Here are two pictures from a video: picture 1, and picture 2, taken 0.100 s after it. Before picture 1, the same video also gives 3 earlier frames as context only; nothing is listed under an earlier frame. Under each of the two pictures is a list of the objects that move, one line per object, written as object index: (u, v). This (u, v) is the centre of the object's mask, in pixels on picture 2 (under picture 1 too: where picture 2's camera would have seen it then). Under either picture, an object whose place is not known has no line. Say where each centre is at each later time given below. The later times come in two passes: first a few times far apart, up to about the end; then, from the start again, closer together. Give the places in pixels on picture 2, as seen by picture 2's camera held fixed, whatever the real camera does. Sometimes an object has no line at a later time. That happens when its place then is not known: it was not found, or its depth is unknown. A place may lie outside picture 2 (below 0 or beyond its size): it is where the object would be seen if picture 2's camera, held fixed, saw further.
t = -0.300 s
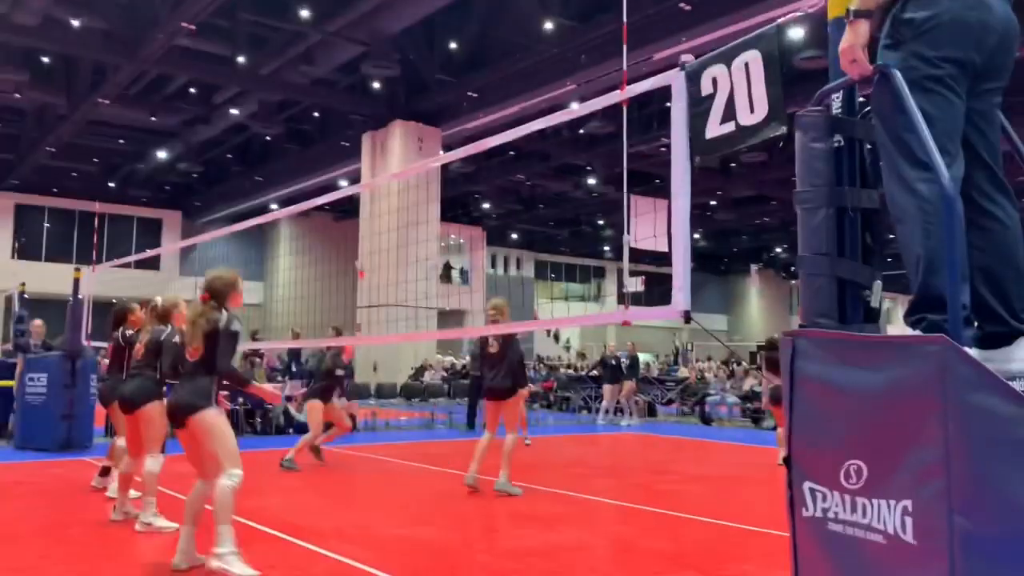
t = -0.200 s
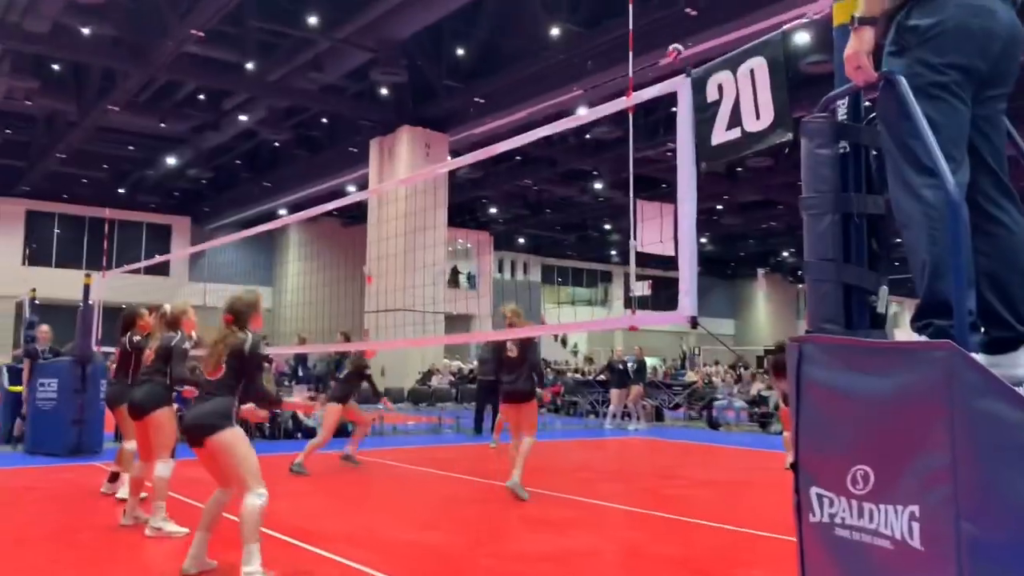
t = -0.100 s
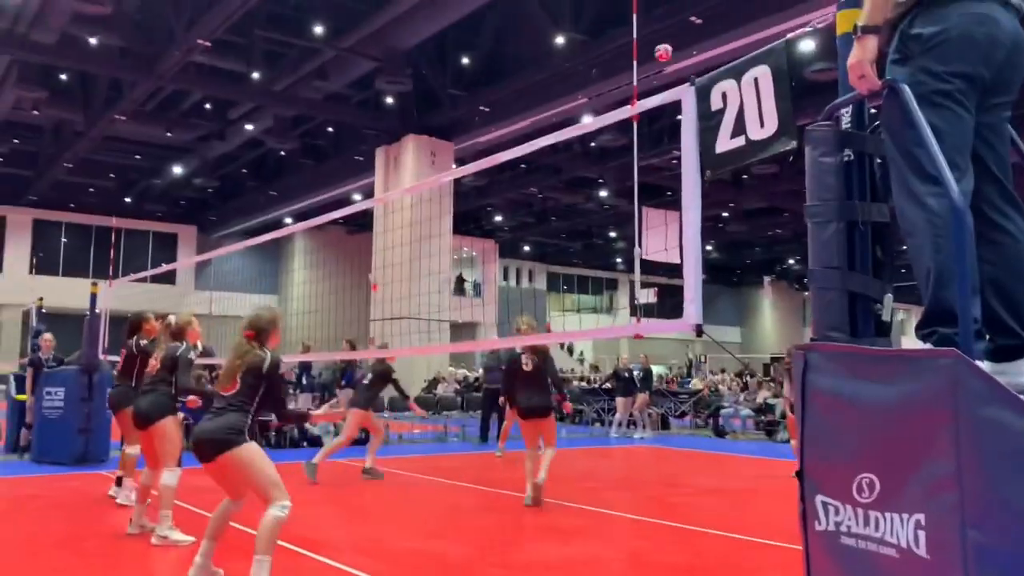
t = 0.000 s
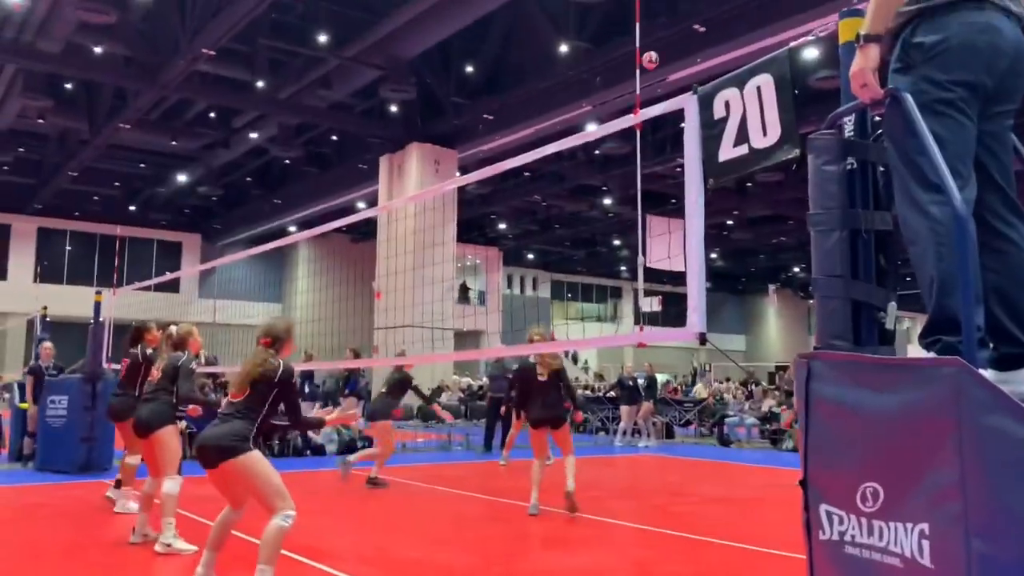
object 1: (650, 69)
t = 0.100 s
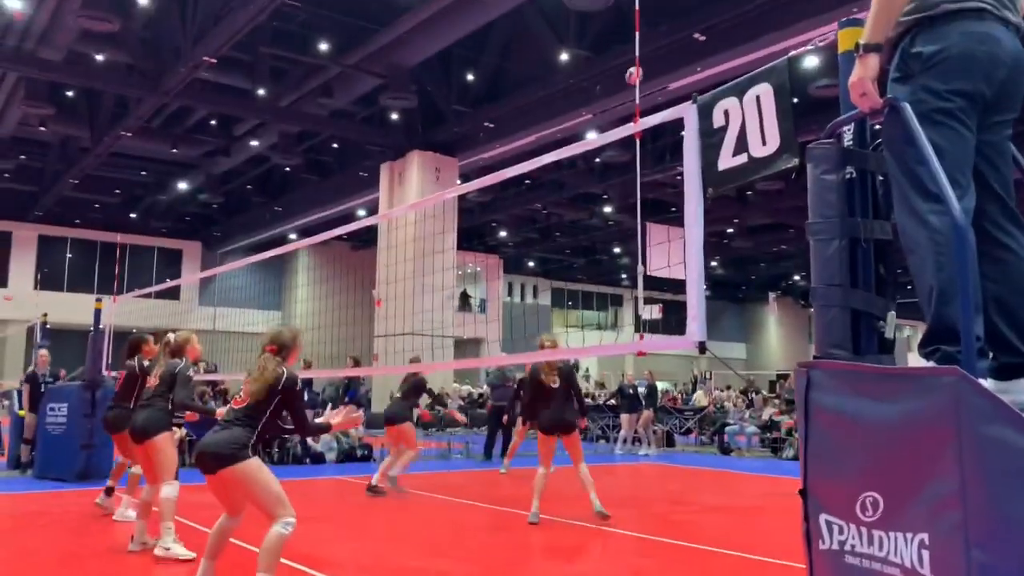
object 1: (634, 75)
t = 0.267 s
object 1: (608, 102)
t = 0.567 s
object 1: (562, 199)
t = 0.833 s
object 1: (526, 334)
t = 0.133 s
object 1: (629, 79)
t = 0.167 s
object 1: (624, 84)
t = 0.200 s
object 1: (618, 89)
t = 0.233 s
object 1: (613, 96)
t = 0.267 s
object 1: (608, 102)
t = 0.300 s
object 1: (602, 110)
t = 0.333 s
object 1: (597, 118)
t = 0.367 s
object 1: (592, 126)
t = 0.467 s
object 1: (577, 160)
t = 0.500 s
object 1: (572, 172)
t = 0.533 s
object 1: (567, 184)
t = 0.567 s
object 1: (562, 199)
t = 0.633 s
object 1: (553, 227)
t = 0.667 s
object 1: (548, 243)
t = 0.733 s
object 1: (539, 276)
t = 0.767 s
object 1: (535, 294)
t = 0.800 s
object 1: (531, 316)
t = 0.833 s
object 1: (526, 334)
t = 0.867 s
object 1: (521, 346)
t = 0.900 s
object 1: (517, 329)
